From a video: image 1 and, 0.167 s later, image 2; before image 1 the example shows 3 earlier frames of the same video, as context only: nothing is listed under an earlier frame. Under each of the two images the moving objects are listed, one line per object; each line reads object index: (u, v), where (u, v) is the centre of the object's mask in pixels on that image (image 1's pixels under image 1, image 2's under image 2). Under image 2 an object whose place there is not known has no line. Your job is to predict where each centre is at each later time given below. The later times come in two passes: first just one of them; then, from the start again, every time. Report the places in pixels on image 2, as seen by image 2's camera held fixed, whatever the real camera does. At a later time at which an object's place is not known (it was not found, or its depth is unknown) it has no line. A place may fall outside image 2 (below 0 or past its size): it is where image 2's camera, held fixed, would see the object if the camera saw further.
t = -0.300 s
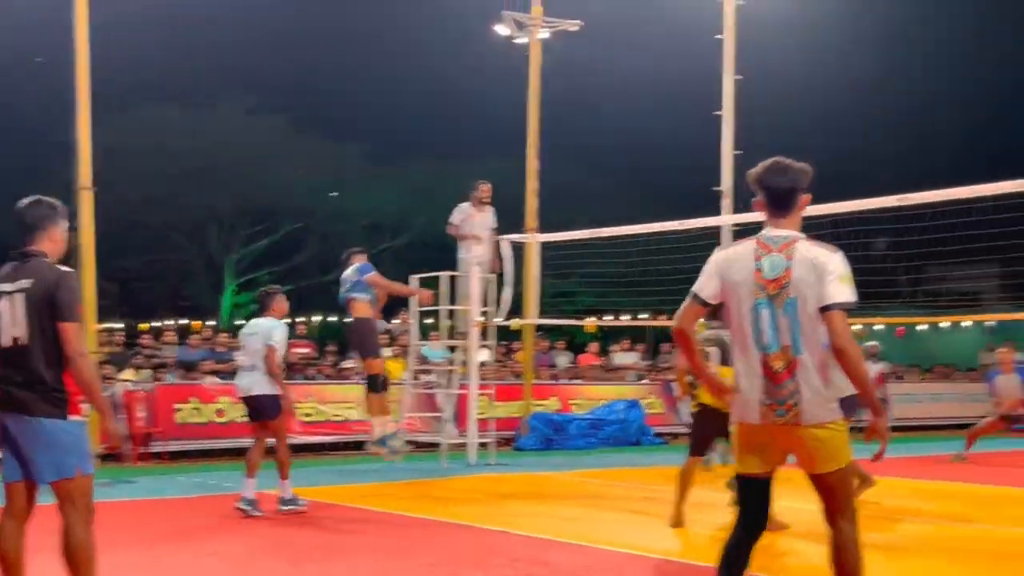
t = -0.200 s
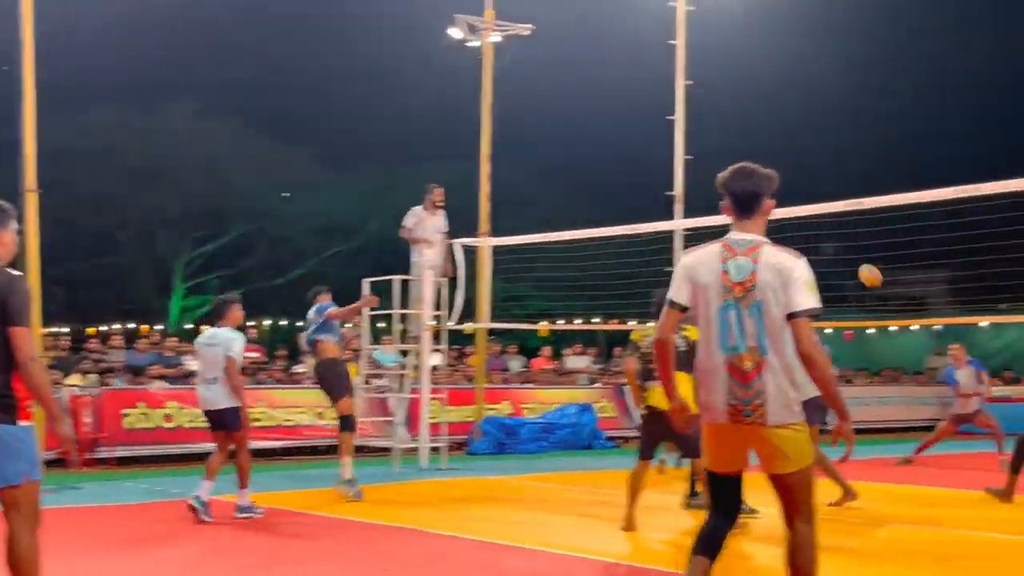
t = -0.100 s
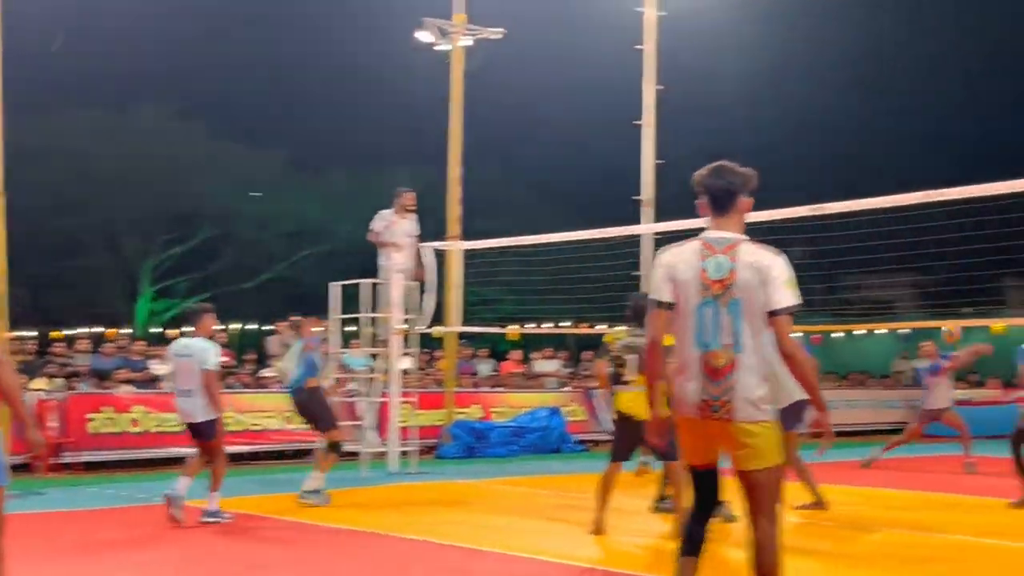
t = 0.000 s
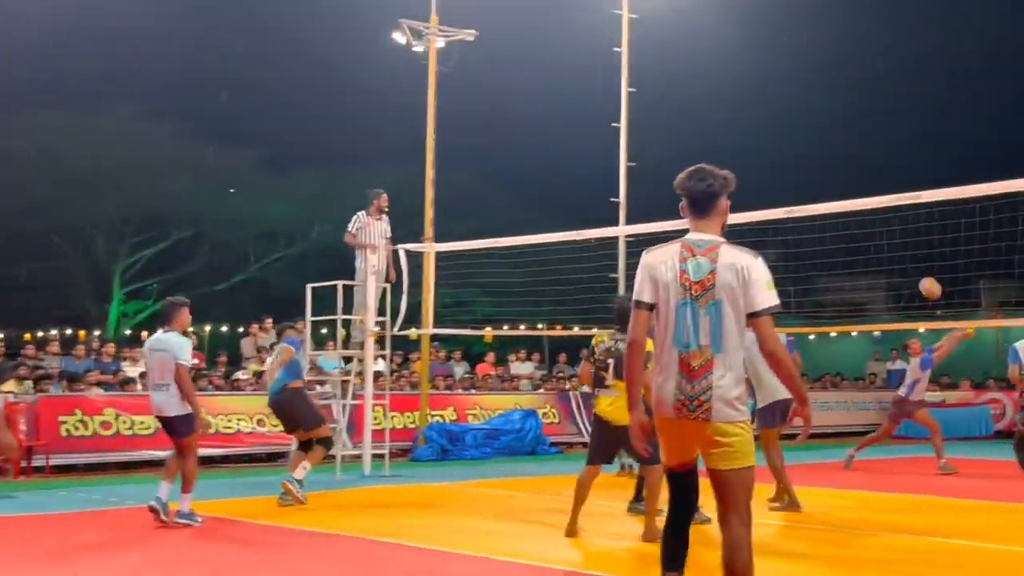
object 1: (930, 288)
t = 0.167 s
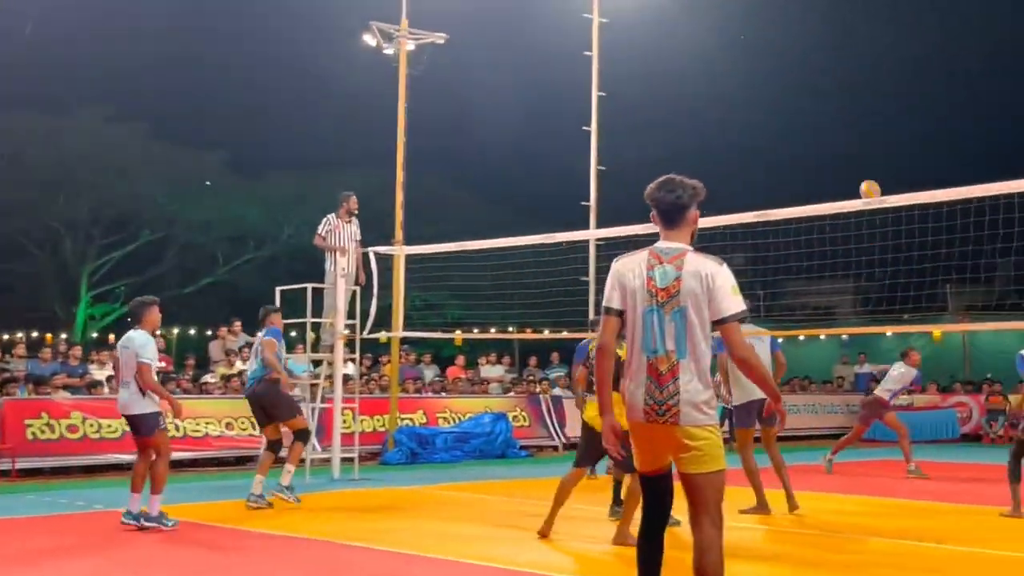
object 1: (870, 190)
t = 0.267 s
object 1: (856, 139)
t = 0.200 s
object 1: (866, 173)
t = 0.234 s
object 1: (861, 155)
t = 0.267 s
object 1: (856, 139)
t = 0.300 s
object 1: (851, 124)
